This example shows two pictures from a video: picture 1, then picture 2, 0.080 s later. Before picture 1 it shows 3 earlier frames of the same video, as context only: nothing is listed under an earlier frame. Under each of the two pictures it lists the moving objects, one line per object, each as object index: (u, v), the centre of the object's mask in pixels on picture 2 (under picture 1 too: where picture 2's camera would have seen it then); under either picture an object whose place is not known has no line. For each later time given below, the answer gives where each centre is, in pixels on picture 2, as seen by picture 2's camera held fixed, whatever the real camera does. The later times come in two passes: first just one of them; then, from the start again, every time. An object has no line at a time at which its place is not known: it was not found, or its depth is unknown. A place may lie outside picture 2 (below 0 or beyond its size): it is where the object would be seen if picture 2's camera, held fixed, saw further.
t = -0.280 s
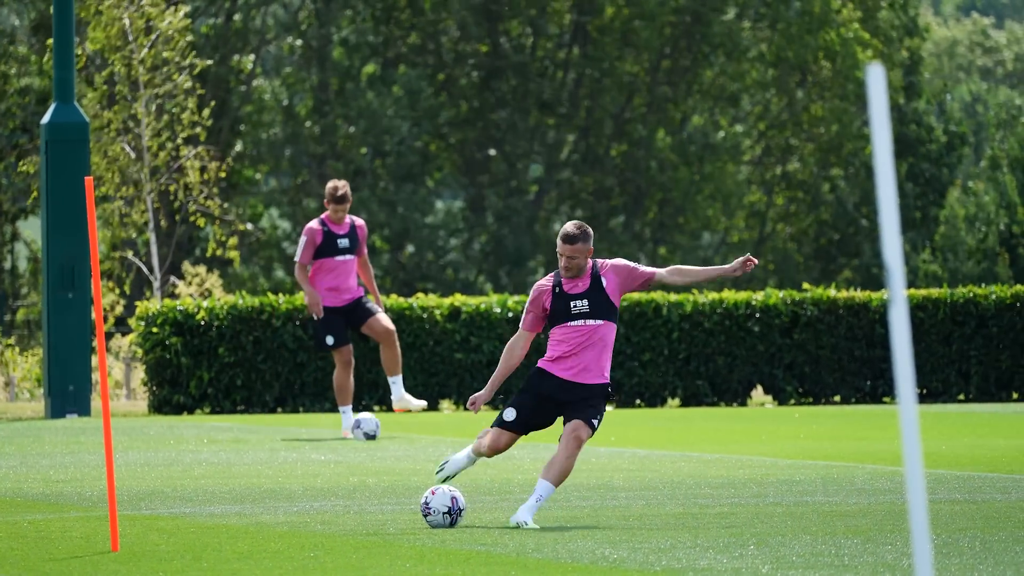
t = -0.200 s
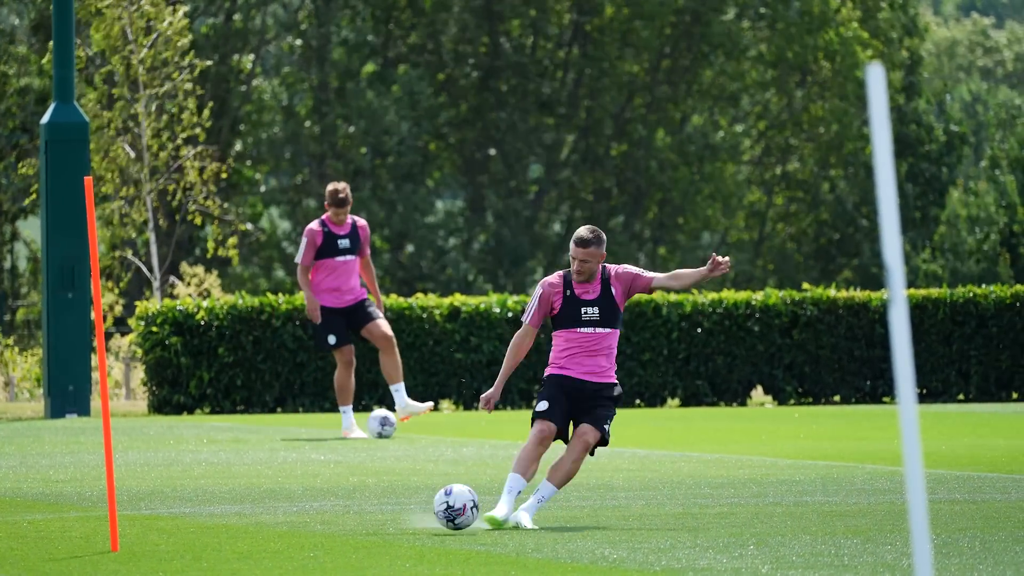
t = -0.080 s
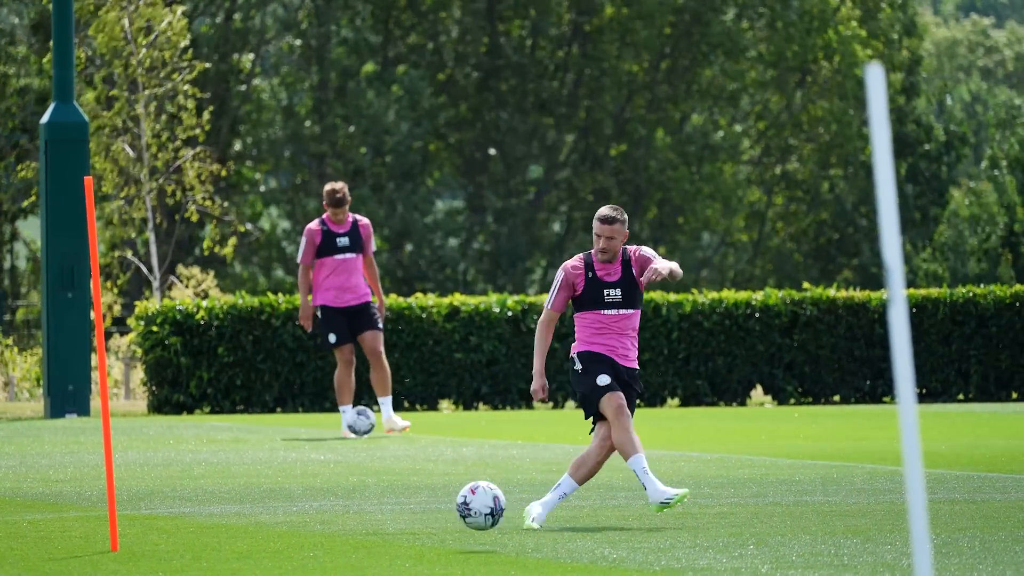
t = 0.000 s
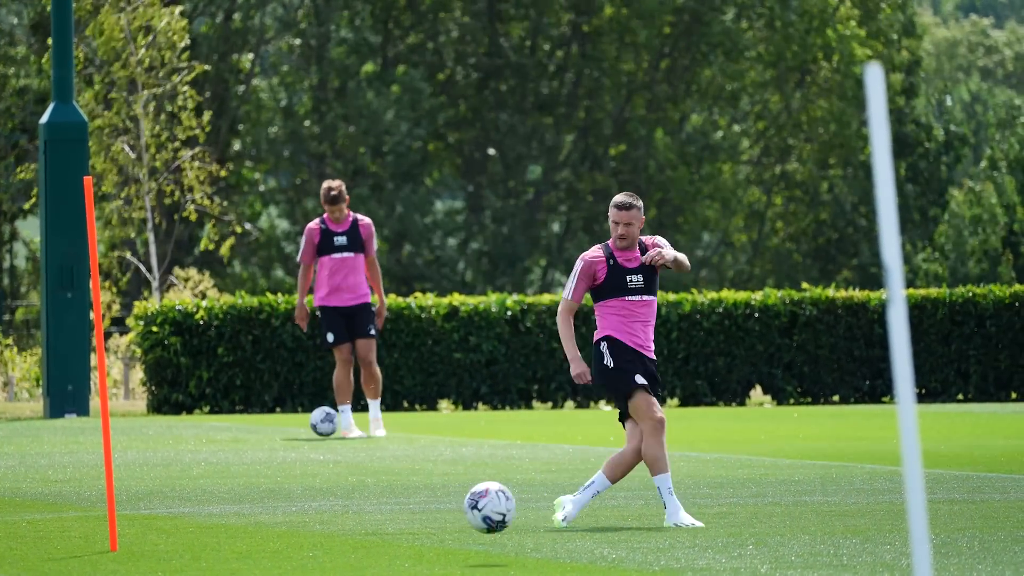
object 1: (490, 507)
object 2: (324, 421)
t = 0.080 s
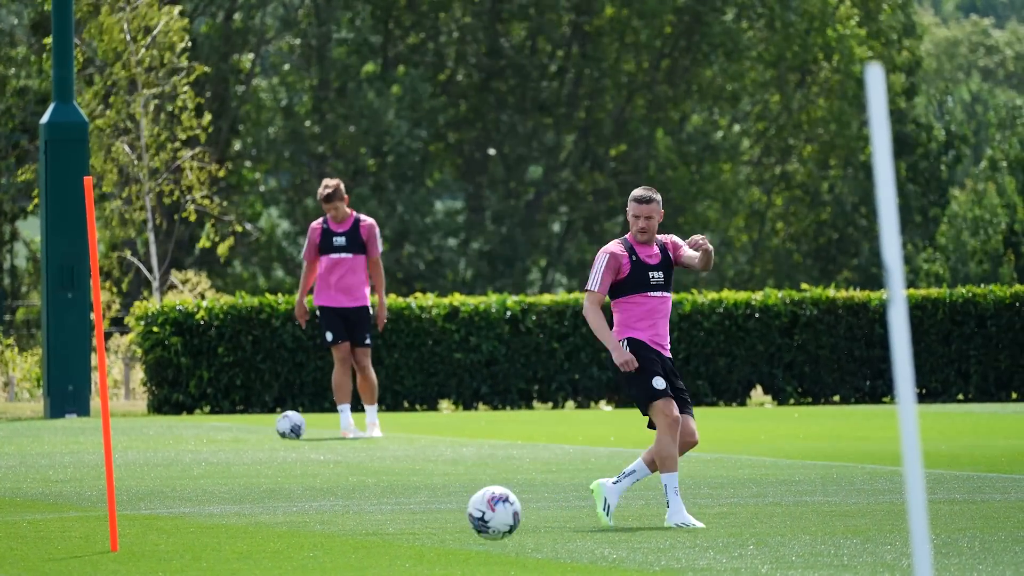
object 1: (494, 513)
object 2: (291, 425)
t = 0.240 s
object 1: (485, 536)
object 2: (232, 426)
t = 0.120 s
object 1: (494, 516)
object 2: (276, 424)
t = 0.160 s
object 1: (493, 522)
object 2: (260, 424)
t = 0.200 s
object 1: (490, 528)
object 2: (245, 425)
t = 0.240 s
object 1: (485, 536)
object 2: (232, 426)
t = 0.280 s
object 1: (477, 546)
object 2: (219, 425)
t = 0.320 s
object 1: (469, 555)
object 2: (207, 426)
